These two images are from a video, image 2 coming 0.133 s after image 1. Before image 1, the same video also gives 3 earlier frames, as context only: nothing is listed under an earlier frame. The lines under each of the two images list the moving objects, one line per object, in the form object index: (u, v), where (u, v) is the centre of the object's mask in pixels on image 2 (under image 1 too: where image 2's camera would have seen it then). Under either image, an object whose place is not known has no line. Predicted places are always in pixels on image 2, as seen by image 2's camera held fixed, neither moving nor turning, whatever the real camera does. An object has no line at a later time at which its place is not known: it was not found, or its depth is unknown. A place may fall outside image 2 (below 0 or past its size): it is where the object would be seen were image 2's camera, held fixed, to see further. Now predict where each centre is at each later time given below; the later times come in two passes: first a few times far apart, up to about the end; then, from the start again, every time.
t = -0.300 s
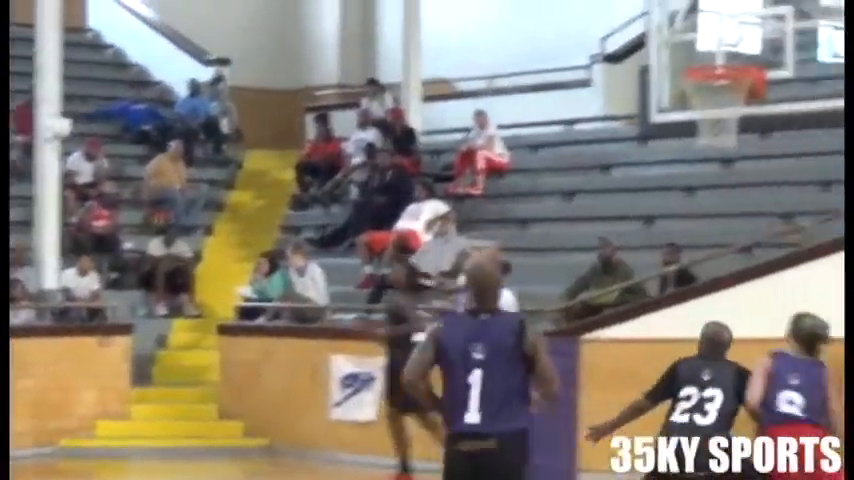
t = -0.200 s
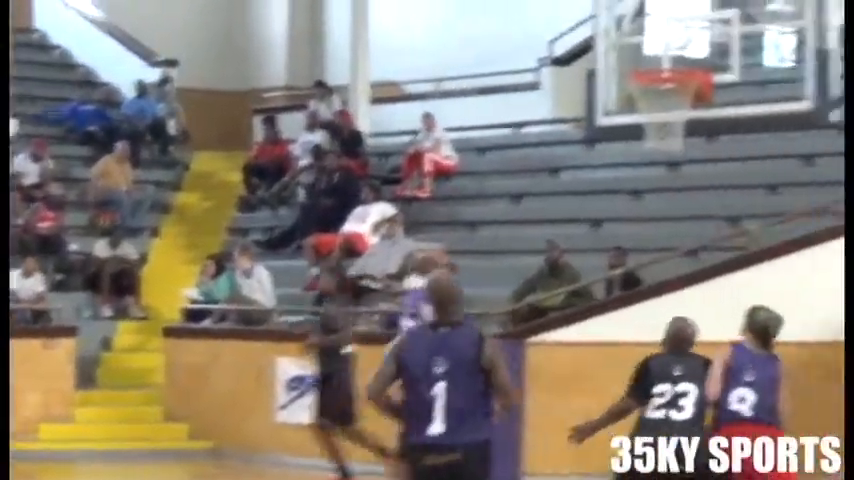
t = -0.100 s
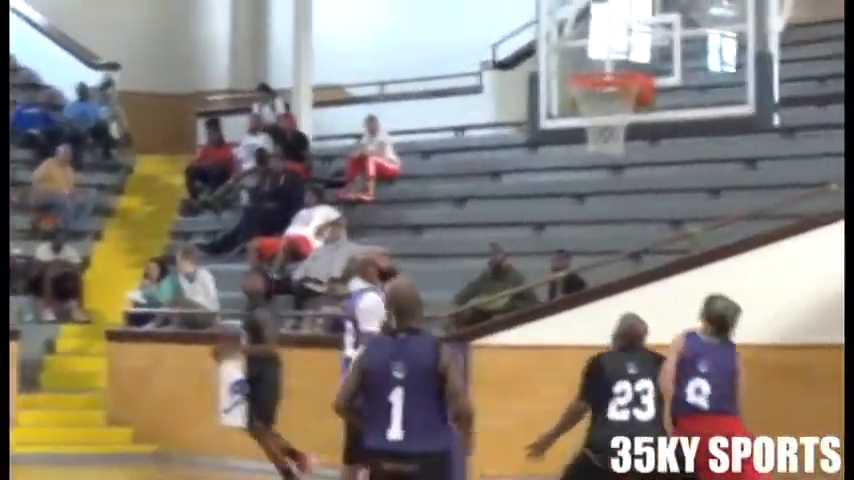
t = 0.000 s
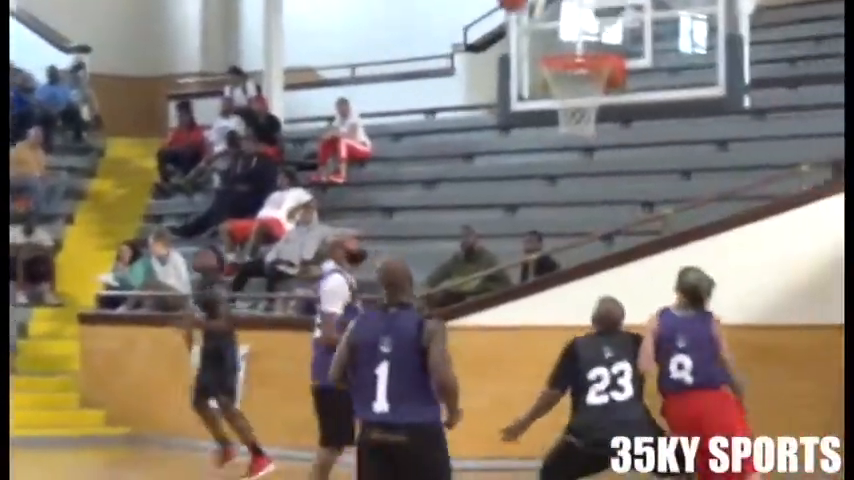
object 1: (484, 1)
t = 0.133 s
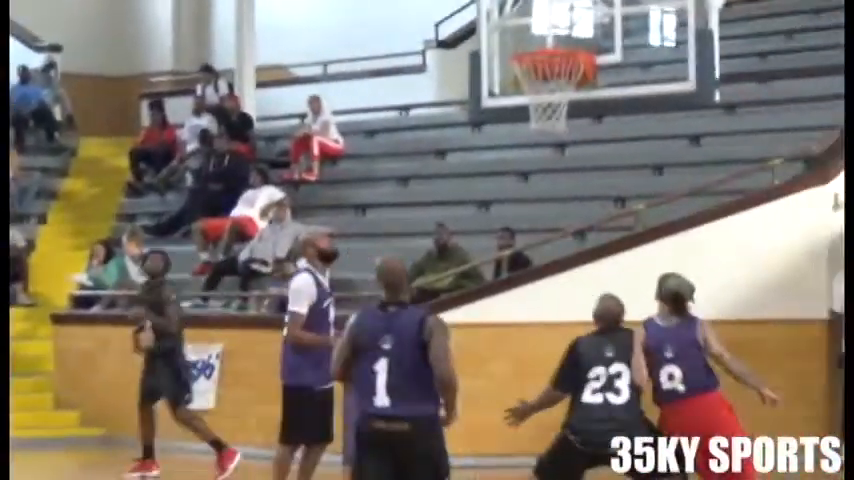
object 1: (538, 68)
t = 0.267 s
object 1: (512, 87)
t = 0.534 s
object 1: (522, 157)
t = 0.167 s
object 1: (521, 76)
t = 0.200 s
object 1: (518, 81)
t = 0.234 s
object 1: (512, 88)
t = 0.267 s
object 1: (512, 87)
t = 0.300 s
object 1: (513, 93)
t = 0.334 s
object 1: (513, 95)
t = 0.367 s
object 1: (514, 101)
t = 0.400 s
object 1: (515, 109)
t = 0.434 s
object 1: (517, 119)
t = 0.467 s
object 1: (519, 131)
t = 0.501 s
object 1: (521, 142)
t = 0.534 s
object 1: (522, 157)
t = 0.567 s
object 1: (523, 172)
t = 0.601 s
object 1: (524, 189)
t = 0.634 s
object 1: (524, 211)
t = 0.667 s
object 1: (526, 230)
